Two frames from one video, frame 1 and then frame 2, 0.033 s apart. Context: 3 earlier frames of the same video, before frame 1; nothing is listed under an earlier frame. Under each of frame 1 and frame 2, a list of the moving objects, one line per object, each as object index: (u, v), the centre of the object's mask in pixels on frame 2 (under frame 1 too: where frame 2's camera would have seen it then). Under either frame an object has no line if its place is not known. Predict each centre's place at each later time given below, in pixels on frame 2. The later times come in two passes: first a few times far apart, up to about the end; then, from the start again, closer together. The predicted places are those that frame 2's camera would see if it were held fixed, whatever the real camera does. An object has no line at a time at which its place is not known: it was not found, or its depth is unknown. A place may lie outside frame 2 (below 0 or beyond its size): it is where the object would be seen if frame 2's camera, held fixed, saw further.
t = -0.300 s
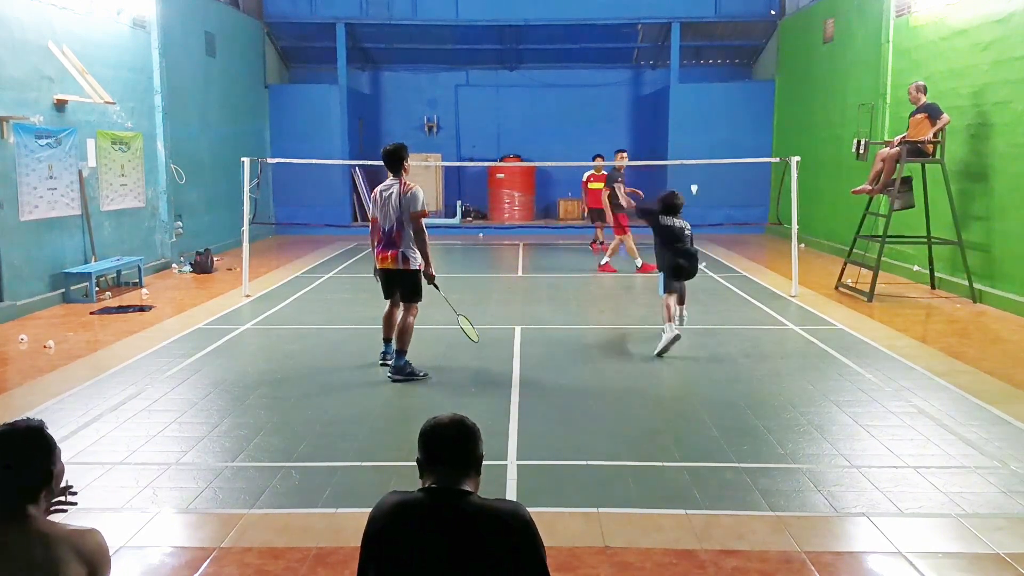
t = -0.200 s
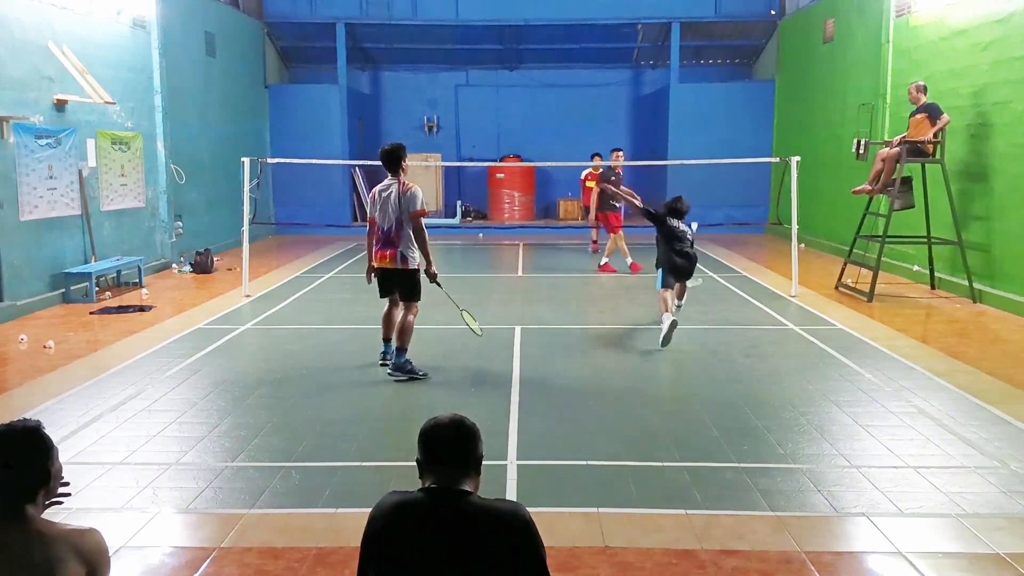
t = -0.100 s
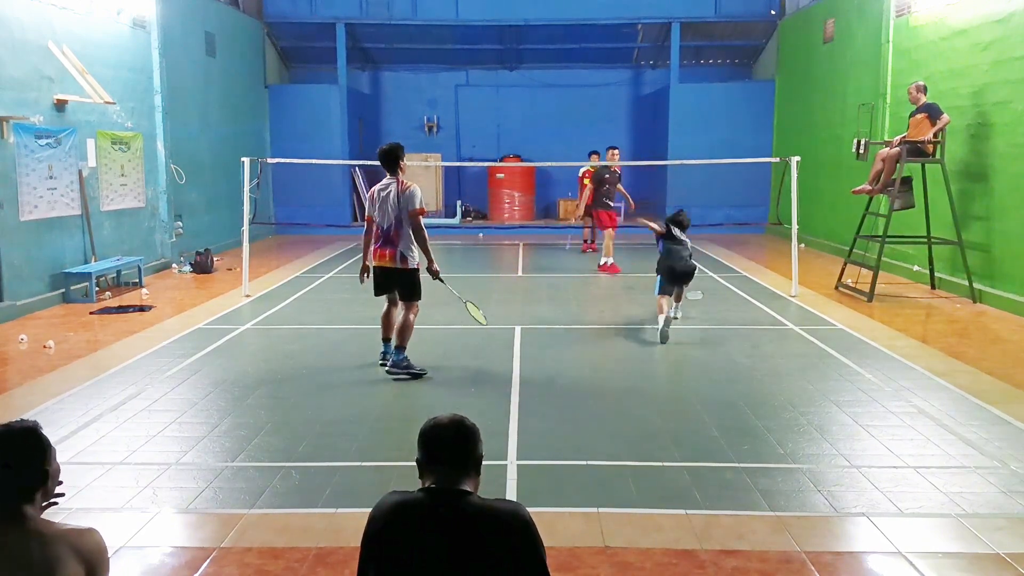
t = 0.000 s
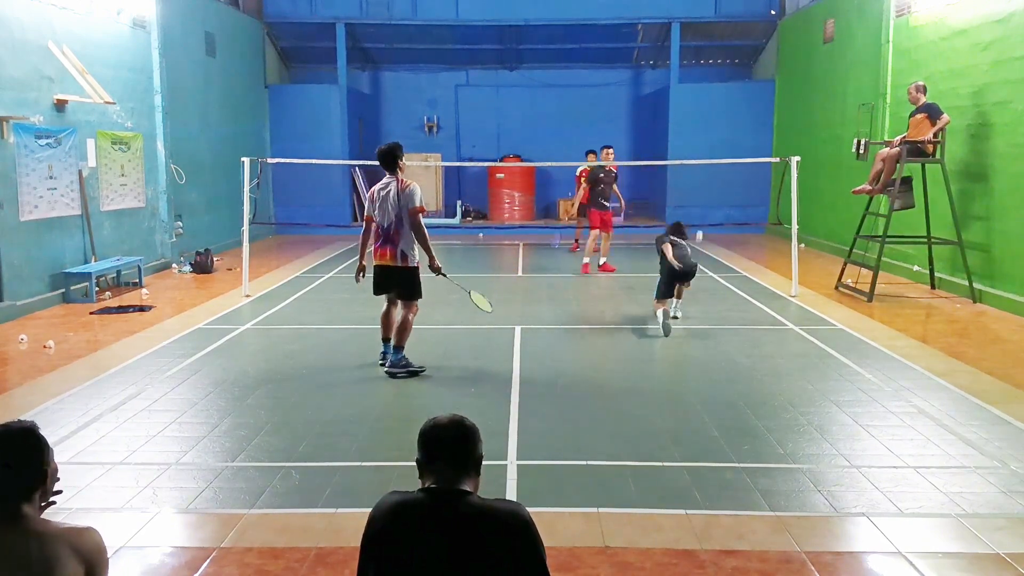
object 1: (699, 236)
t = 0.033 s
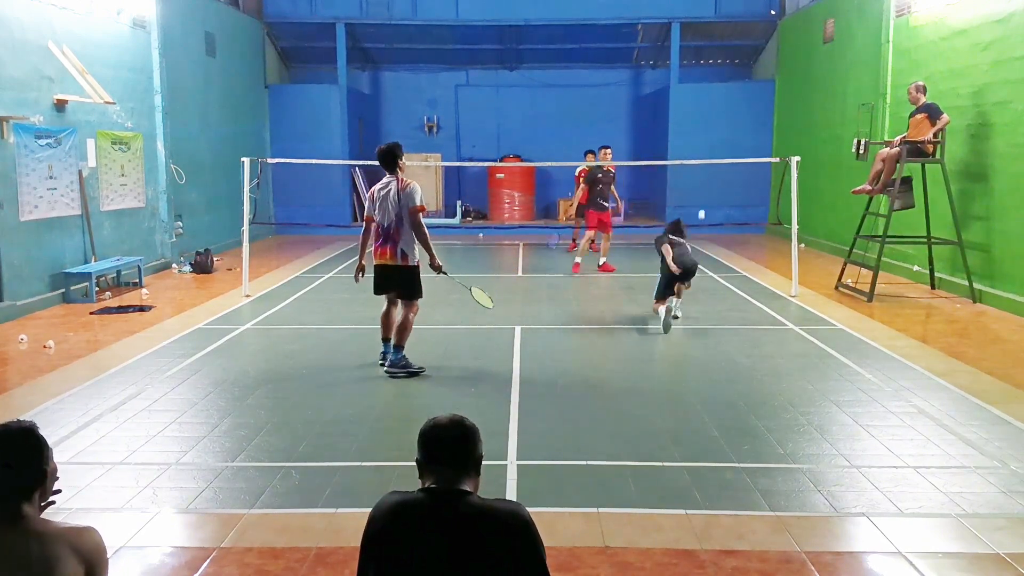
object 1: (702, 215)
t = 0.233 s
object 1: (710, 137)
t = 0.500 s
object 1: (720, 105)
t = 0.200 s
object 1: (709, 145)
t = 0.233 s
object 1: (710, 137)
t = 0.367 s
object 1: (717, 114)
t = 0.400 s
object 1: (718, 110)
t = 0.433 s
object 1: (719, 108)
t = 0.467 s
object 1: (720, 106)
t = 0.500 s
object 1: (720, 105)
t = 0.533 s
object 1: (721, 105)
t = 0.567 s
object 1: (722, 105)
